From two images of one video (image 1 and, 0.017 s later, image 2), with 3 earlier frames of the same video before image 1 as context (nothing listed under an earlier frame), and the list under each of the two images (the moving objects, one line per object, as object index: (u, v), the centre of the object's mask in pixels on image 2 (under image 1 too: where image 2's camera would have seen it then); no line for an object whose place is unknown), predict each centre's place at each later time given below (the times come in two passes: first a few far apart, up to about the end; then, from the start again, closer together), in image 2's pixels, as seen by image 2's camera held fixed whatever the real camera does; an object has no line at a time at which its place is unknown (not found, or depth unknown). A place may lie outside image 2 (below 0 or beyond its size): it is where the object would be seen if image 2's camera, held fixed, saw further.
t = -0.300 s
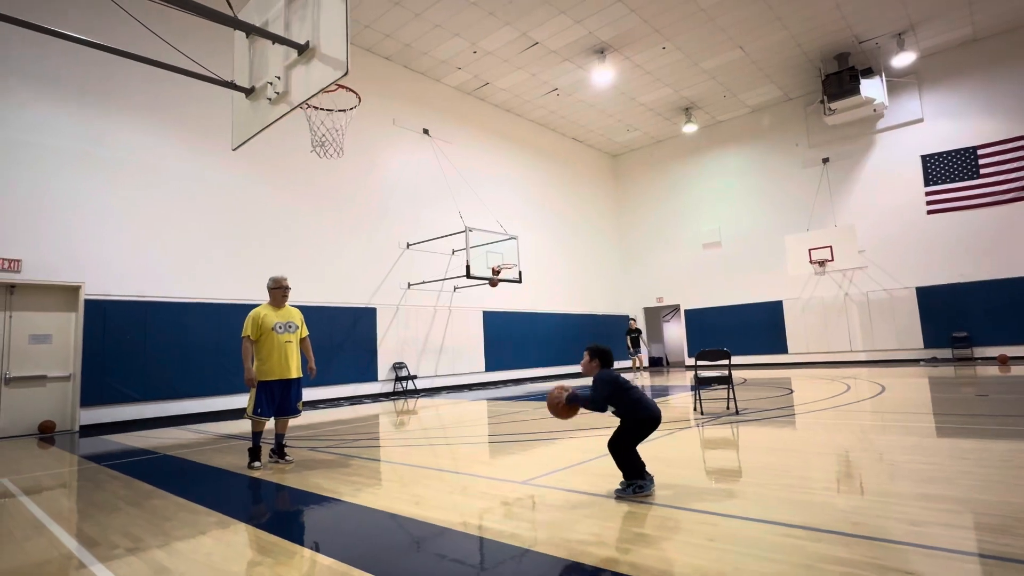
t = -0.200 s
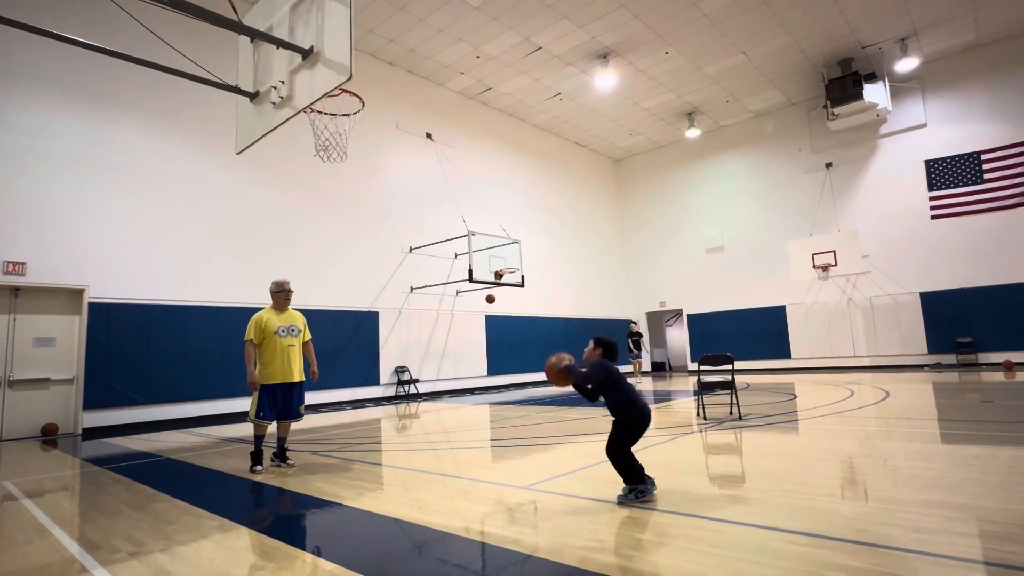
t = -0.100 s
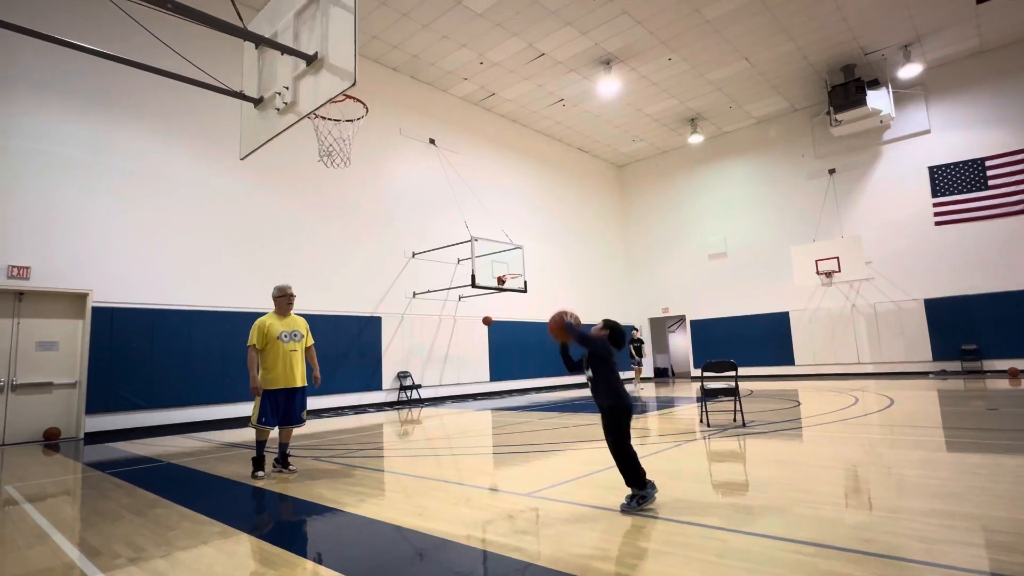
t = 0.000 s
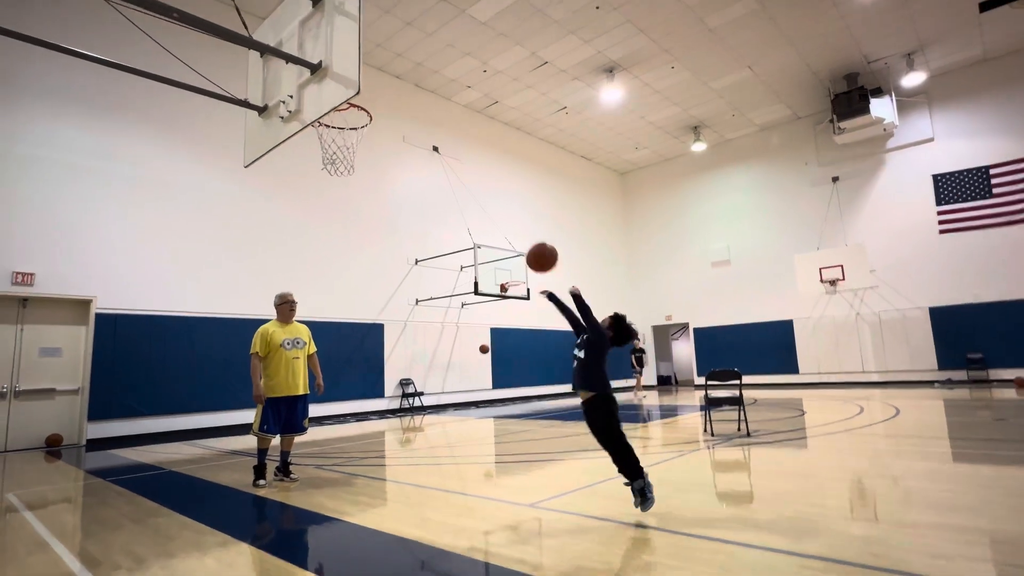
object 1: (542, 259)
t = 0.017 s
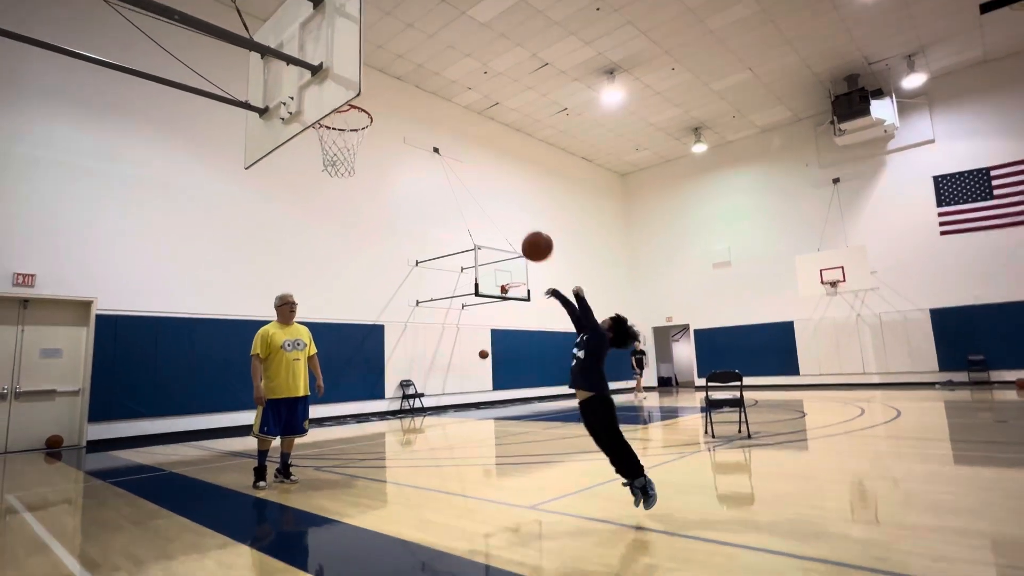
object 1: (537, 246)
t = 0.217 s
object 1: (479, 134)
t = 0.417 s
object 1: (429, 78)
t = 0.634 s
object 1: (378, 72)
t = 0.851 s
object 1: (334, 131)
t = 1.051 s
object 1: (335, 188)
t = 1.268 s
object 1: (345, 300)
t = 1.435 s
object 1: (351, 422)
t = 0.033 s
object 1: (532, 235)
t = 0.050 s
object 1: (527, 223)
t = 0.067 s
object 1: (522, 212)
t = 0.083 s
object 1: (517, 202)
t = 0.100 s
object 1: (512, 192)
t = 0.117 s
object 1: (507, 183)
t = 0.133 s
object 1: (502, 173)
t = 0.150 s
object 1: (498, 165)
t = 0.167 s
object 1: (493, 156)
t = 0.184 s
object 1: (488, 149)
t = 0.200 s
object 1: (484, 141)
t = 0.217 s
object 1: (479, 134)
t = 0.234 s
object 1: (475, 127)
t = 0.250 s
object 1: (470, 121)
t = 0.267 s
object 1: (466, 115)
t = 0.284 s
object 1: (462, 109)
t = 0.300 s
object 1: (458, 104)
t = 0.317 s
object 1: (454, 100)
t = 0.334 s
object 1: (449, 95)
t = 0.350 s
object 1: (445, 91)
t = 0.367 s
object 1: (441, 87)
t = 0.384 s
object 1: (437, 84)
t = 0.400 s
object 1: (433, 81)
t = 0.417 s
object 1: (429, 78)
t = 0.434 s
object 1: (425, 76)
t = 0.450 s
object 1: (421, 73)
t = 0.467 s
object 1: (417, 72)
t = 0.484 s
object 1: (413, 70)
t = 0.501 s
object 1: (409, 69)
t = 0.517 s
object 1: (405, 68)
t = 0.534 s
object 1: (401, 68)
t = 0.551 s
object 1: (397, 68)
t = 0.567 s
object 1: (393, 68)
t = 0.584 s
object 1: (389, 68)
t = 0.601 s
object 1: (385, 69)
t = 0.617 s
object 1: (381, 70)
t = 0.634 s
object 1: (378, 72)
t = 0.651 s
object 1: (376, 74)
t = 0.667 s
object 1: (374, 76)
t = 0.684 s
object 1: (372, 78)
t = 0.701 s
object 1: (370, 81)
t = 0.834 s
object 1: (339, 128)
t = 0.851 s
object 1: (334, 131)
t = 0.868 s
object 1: (332, 134)
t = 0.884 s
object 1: (331, 137)
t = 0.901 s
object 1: (329, 141)
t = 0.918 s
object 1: (328, 145)
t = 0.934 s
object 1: (329, 150)
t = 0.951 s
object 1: (330, 157)
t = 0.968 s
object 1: (330, 162)
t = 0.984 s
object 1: (331, 167)
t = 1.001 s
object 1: (332, 170)
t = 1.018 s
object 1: (333, 176)
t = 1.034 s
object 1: (334, 183)
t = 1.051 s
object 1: (335, 188)
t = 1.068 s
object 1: (335, 194)
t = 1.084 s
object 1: (337, 203)
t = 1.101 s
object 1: (337, 209)
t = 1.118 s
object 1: (338, 217)
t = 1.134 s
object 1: (339, 225)
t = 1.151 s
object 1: (339, 233)
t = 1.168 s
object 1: (340, 242)
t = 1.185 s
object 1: (341, 251)
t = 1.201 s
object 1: (342, 260)
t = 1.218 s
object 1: (343, 269)
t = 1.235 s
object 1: (344, 280)
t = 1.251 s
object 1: (344, 290)
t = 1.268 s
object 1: (345, 300)
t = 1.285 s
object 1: (346, 312)
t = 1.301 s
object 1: (347, 324)
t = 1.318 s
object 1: (348, 336)
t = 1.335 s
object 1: (349, 347)
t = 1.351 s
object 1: (349, 357)
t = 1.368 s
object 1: (350, 369)
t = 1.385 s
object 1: (351, 384)
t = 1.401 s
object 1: (350, 395)
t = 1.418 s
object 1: (351, 408)
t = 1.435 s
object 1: (351, 422)
